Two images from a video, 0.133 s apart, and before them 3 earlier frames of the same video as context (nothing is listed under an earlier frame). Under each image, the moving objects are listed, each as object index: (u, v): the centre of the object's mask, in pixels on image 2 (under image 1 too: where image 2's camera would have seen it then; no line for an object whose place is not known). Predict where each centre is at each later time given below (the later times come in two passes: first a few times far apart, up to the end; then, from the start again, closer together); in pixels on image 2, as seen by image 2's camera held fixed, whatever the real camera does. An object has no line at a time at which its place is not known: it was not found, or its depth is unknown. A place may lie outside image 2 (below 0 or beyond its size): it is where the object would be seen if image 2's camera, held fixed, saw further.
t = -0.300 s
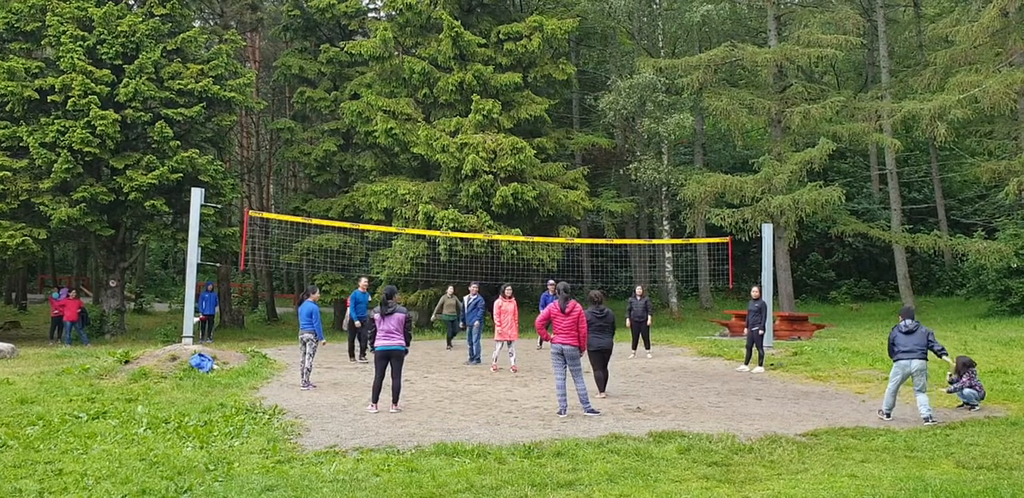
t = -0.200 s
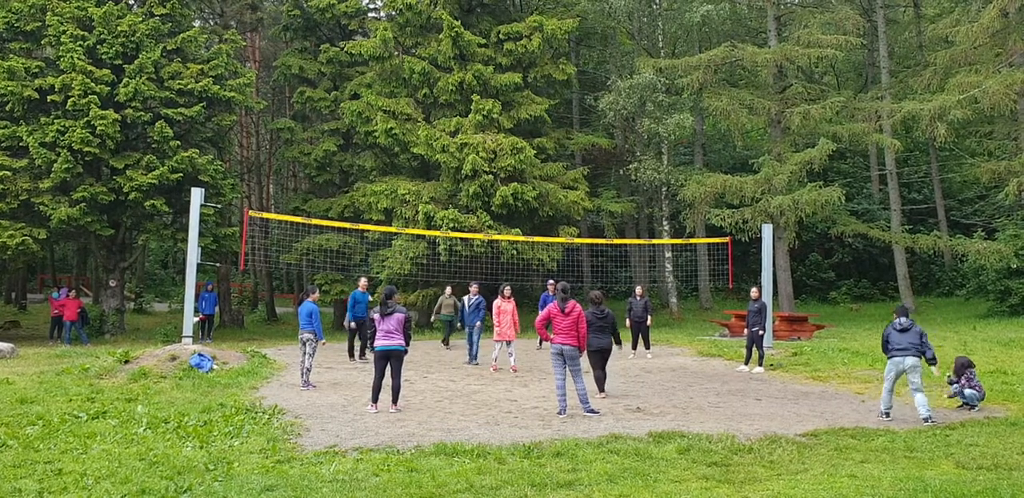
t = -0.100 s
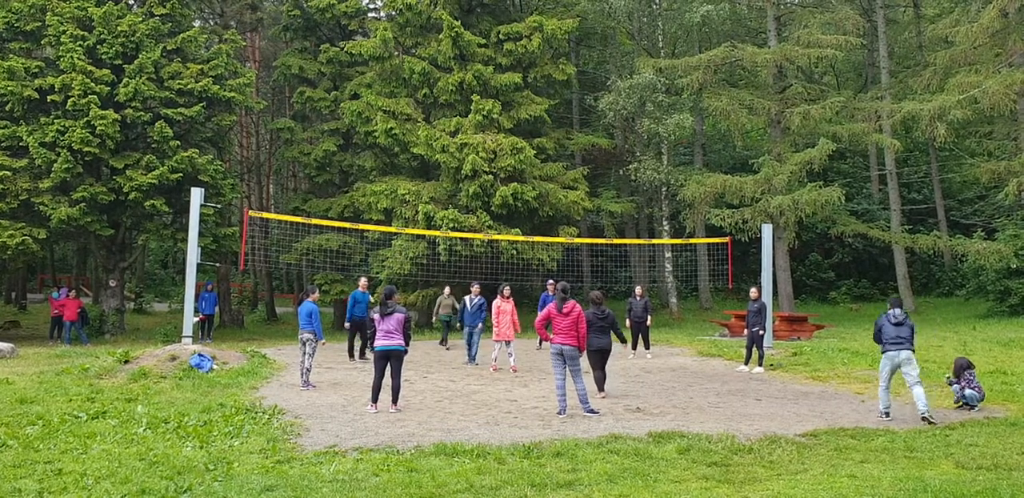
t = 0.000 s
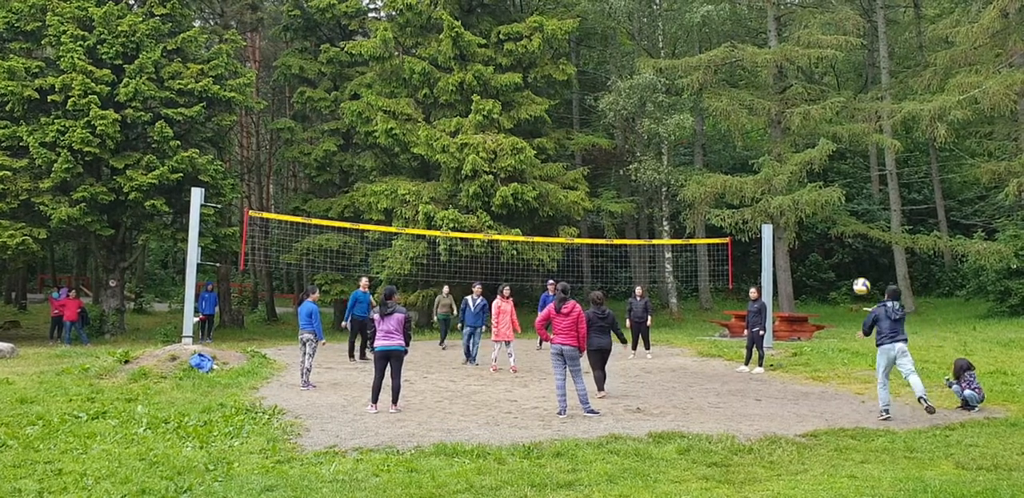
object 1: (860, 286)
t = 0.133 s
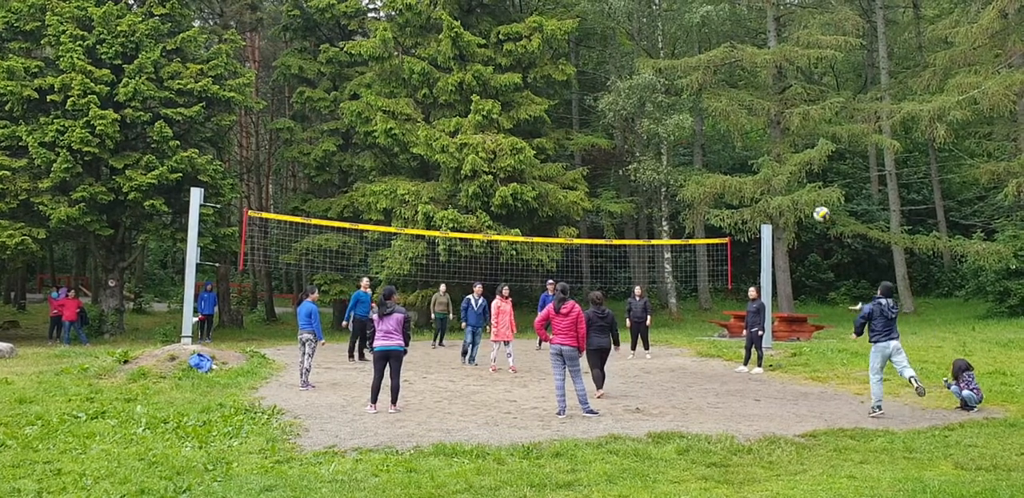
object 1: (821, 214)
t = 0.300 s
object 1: (778, 152)
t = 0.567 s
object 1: (722, 107)
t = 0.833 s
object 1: (676, 107)
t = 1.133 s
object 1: (634, 149)
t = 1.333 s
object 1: (610, 194)
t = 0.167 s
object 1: (812, 199)
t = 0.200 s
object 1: (803, 185)
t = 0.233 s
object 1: (795, 173)
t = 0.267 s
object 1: (786, 162)
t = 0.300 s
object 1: (778, 152)
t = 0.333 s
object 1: (771, 143)
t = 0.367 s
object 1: (763, 135)
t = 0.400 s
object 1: (756, 128)
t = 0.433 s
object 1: (749, 122)
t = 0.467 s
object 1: (742, 117)
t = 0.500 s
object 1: (735, 113)
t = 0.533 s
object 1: (729, 110)
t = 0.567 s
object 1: (722, 107)
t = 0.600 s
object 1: (716, 104)
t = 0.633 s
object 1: (710, 103)
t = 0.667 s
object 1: (704, 103)
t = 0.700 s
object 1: (698, 102)
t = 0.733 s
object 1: (693, 102)
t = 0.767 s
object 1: (687, 103)
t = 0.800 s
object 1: (682, 104)
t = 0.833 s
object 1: (676, 107)
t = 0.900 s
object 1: (666, 113)
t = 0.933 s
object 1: (661, 116)
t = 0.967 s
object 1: (656, 121)
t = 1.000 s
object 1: (651, 125)
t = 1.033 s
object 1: (647, 131)
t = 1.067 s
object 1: (642, 136)
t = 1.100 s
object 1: (638, 142)
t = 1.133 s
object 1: (634, 149)
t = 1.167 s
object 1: (630, 156)
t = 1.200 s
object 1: (626, 163)
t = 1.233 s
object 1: (622, 170)
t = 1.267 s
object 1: (618, 178)
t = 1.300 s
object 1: (614, 186)
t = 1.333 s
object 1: (610, 194)
